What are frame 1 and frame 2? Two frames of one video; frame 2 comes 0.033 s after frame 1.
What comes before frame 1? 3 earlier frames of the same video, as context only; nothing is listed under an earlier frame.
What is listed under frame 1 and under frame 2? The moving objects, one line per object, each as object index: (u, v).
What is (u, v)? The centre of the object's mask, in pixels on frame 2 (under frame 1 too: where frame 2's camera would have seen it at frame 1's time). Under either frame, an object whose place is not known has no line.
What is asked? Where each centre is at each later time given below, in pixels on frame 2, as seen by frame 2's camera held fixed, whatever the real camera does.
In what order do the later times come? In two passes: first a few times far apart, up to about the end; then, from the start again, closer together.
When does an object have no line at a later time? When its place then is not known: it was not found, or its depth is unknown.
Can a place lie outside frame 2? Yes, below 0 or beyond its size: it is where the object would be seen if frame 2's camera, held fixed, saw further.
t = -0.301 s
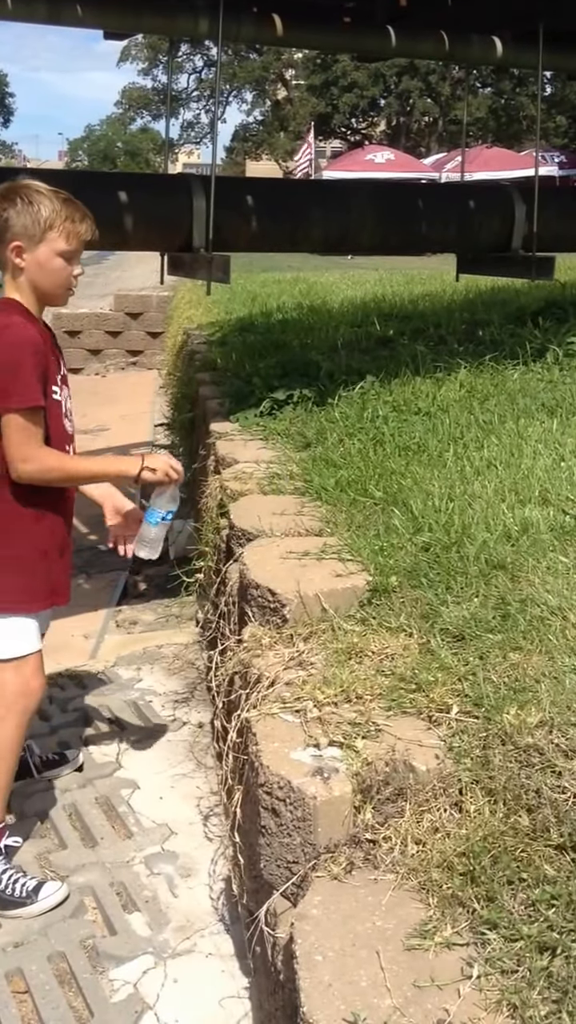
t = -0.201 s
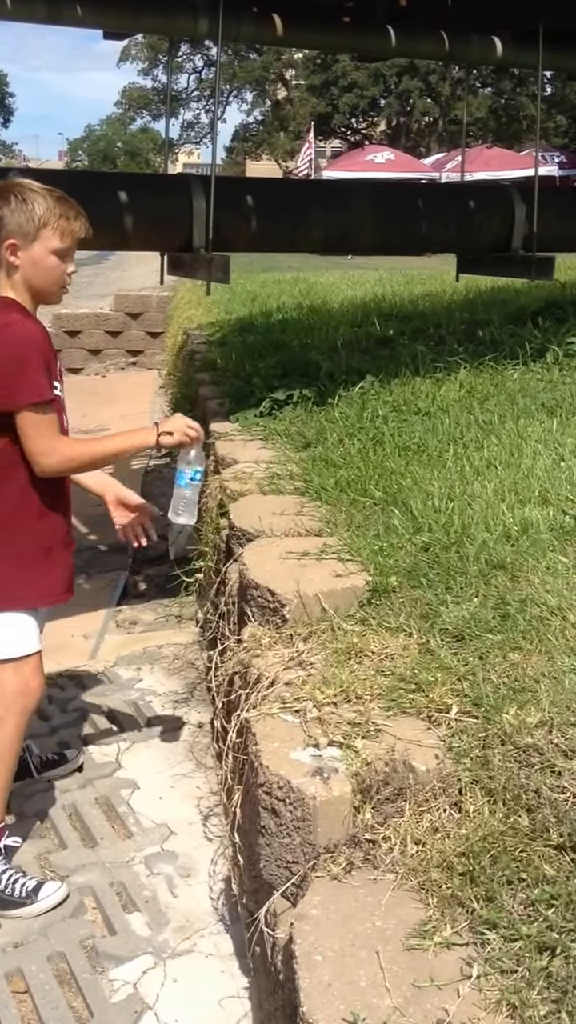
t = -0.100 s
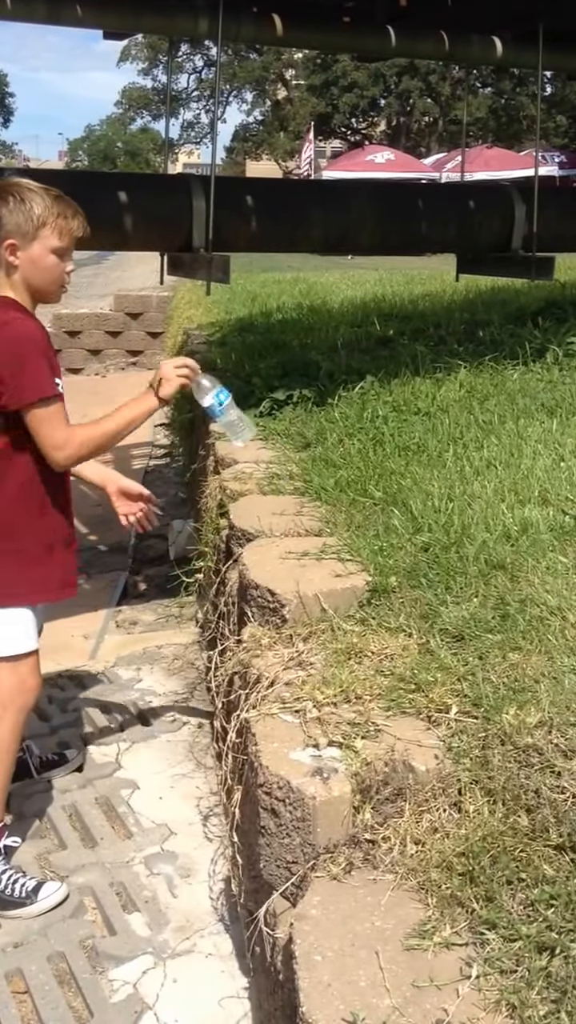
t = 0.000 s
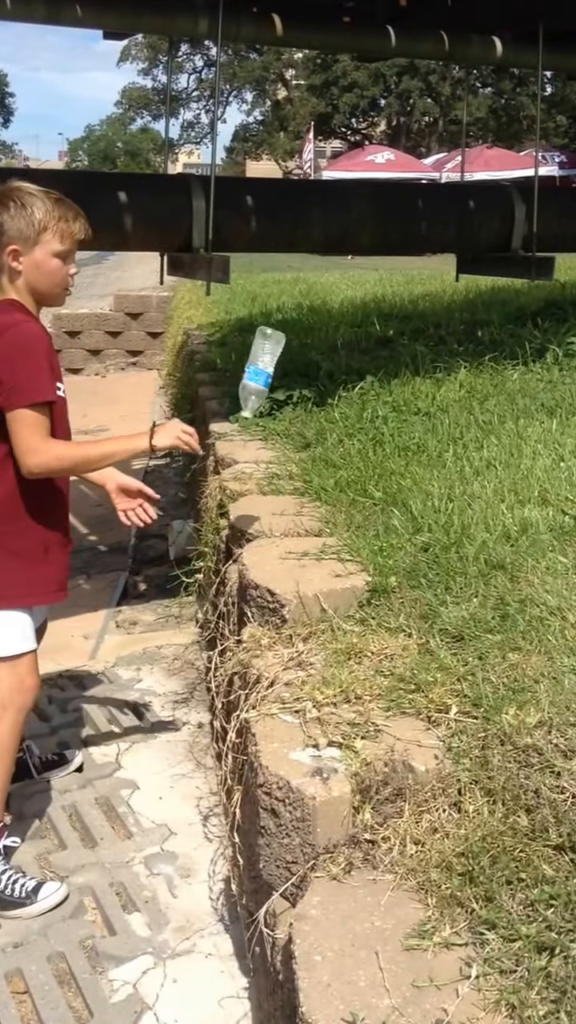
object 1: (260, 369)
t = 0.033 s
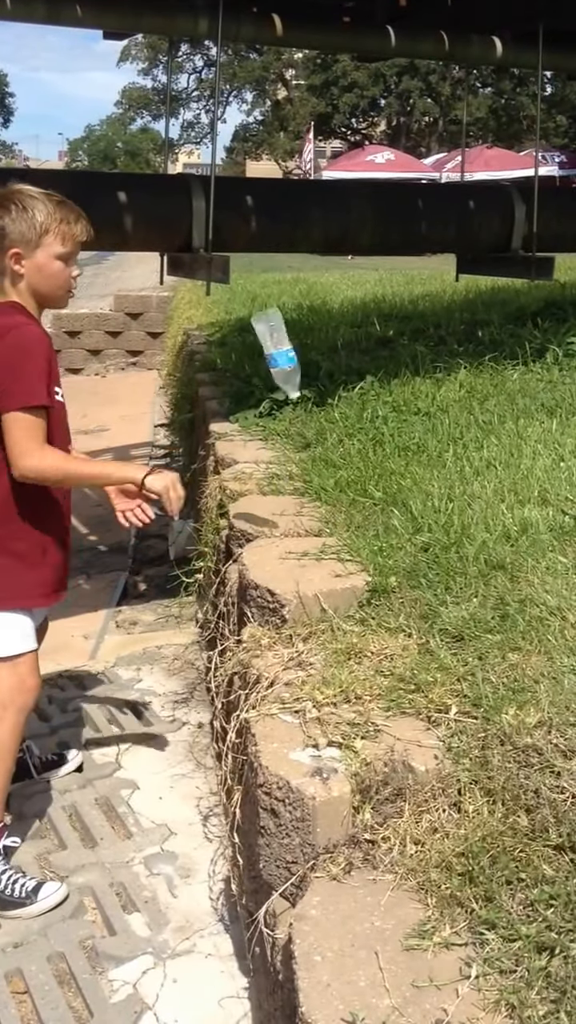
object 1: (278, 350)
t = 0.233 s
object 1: (316, 336)
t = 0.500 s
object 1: (330, 518)
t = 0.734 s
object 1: (314, 521)
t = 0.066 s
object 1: (290, 330)
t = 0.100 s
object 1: (296, 319)
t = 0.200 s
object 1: (311, 324)
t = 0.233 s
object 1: (316, 336)
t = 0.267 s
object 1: (320, 354)
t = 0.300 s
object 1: (324, 376)
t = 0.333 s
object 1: (328, 402)
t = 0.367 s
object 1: (331, 433)
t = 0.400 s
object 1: (334, 470)
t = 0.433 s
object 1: (336, 511)
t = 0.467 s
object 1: (336, 517)
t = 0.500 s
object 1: (330, 518)
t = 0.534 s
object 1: (327, 518)
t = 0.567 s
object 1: (324, 518)
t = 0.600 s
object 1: (322, 518)
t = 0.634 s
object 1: (319, 519)
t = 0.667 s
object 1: (317, 520)
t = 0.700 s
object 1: (316, 521)
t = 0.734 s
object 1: (314, 521)
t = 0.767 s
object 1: (311, 521)
